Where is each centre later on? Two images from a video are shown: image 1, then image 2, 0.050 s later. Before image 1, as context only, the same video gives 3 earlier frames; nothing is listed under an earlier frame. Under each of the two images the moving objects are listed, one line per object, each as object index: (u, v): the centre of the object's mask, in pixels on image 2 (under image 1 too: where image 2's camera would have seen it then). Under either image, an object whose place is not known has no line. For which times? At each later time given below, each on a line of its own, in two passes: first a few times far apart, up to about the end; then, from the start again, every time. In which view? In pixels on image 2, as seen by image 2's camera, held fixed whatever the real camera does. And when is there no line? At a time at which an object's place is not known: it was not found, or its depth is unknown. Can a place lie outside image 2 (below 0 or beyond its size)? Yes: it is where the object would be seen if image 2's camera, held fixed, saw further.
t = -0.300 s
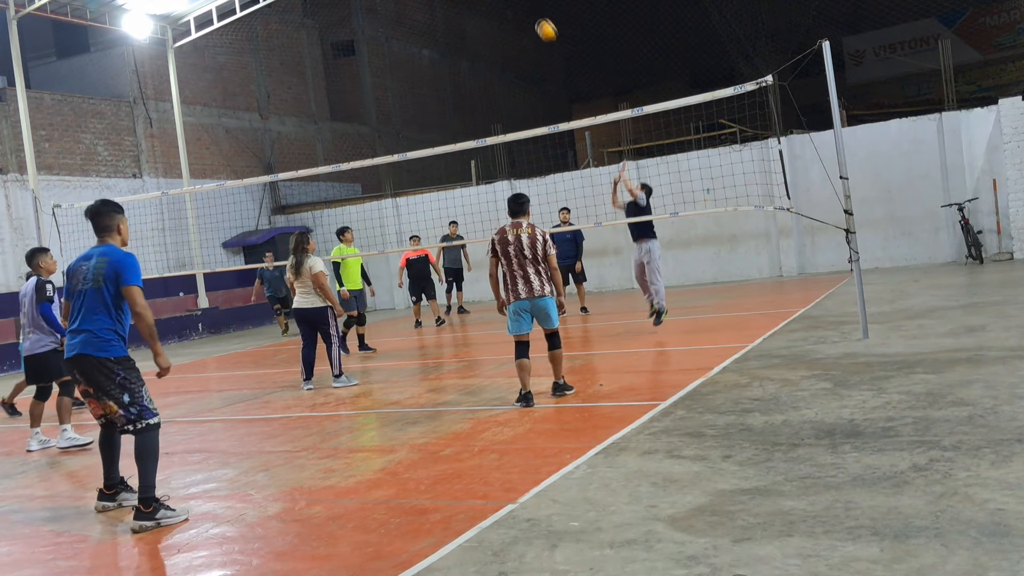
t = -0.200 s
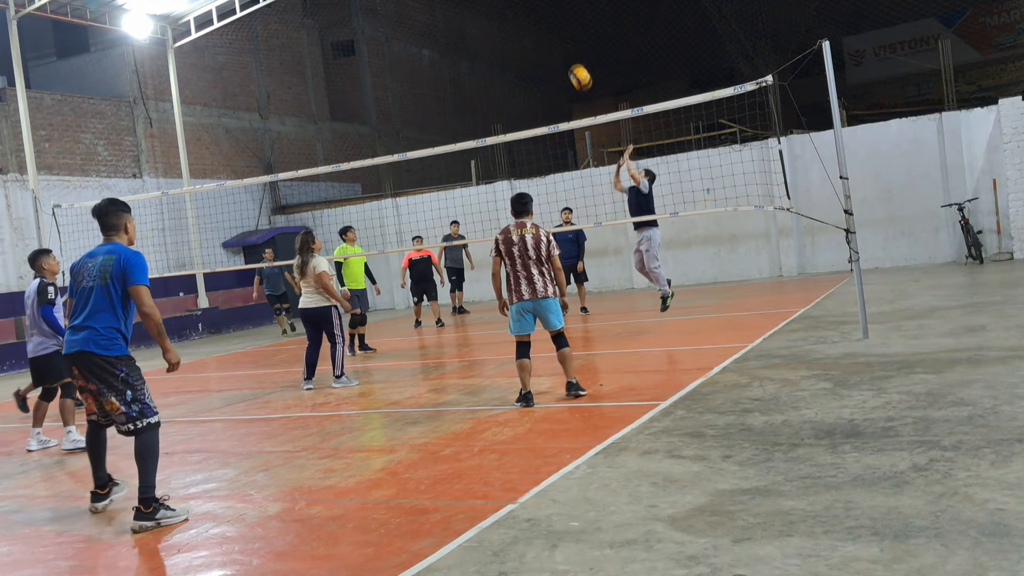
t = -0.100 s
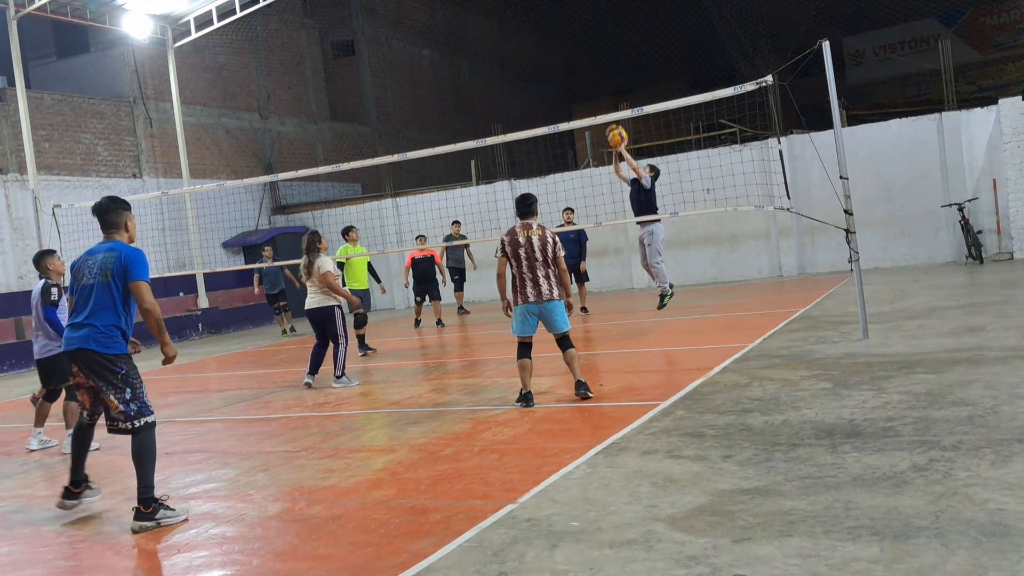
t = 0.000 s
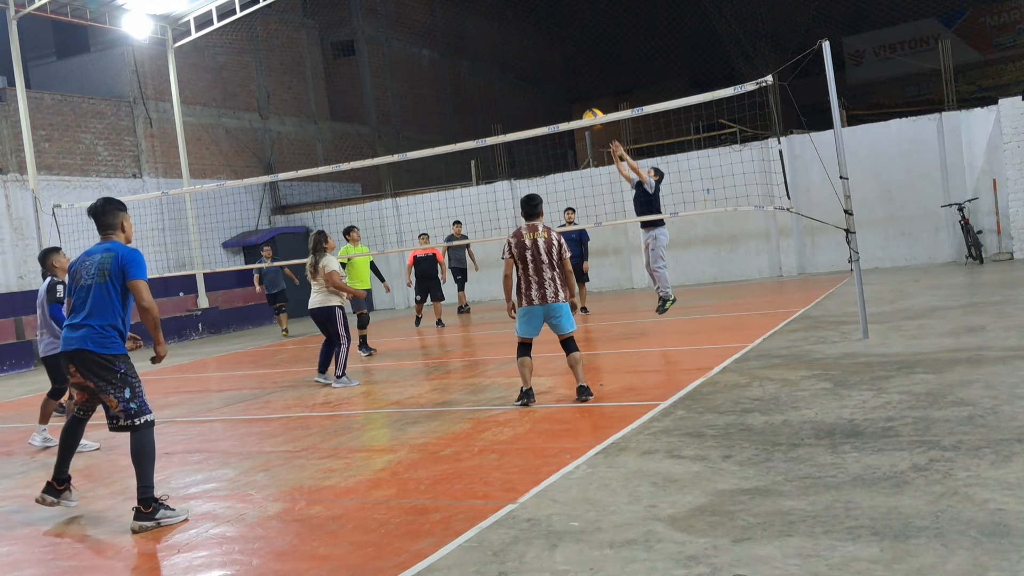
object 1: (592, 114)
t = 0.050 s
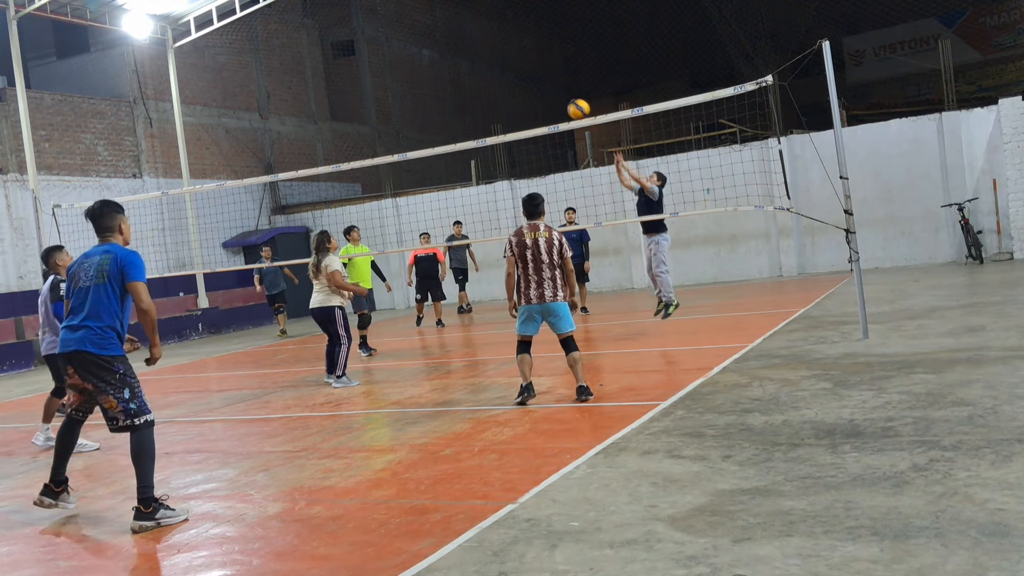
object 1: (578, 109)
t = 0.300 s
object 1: (500, 94)
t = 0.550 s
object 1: (421, 139)
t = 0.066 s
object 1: (573, 106)
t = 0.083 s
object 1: (568, 104)
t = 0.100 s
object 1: (563, 102)
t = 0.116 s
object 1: (558, 99)
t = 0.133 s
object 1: (553, 98)
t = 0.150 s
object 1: (548, 96)
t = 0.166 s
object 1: (542, 95)
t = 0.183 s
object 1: (537, 94)
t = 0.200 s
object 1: (532, 93)
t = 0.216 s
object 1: (527, 92)
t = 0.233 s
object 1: (522, 92)
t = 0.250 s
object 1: (516, 92)
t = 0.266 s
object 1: (511, 92)
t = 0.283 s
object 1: (506, 93)
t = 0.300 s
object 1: (500, 94)
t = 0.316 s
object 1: (495, 95)
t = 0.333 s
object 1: (490, 96)
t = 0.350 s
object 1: (484, 98)
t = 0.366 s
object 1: (479, 100)
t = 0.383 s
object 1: (474, 102)
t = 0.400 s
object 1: (469, 104)
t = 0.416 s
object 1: (463, 107)
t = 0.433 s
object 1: (458, 110)
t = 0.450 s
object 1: (453, 113)
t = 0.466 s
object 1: (447, 117)
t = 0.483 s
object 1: (442, 121)
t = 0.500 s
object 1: (437, 126)
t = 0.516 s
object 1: (432, 130)
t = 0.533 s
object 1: (426, 135)
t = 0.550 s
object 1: (421, 139)
